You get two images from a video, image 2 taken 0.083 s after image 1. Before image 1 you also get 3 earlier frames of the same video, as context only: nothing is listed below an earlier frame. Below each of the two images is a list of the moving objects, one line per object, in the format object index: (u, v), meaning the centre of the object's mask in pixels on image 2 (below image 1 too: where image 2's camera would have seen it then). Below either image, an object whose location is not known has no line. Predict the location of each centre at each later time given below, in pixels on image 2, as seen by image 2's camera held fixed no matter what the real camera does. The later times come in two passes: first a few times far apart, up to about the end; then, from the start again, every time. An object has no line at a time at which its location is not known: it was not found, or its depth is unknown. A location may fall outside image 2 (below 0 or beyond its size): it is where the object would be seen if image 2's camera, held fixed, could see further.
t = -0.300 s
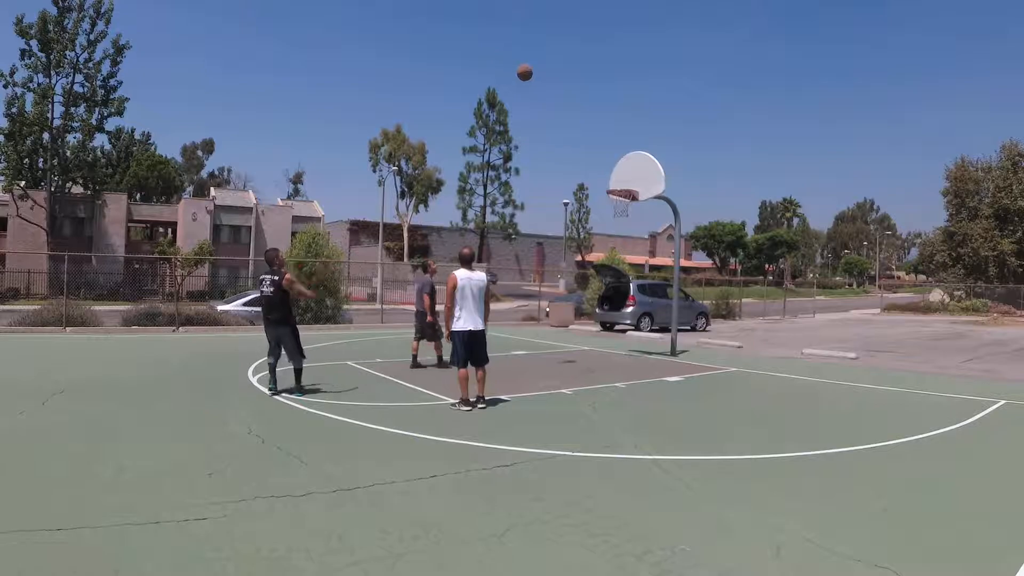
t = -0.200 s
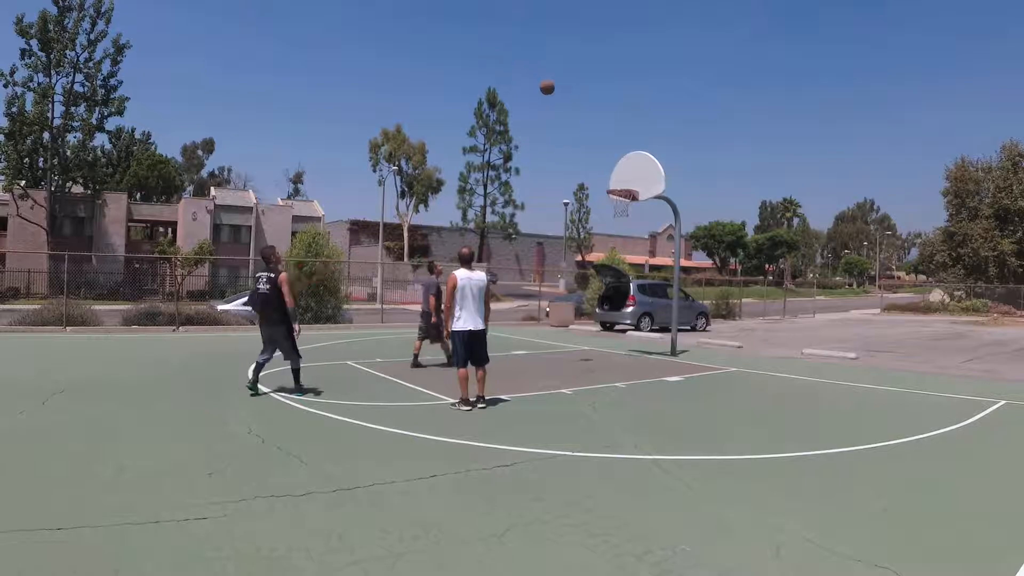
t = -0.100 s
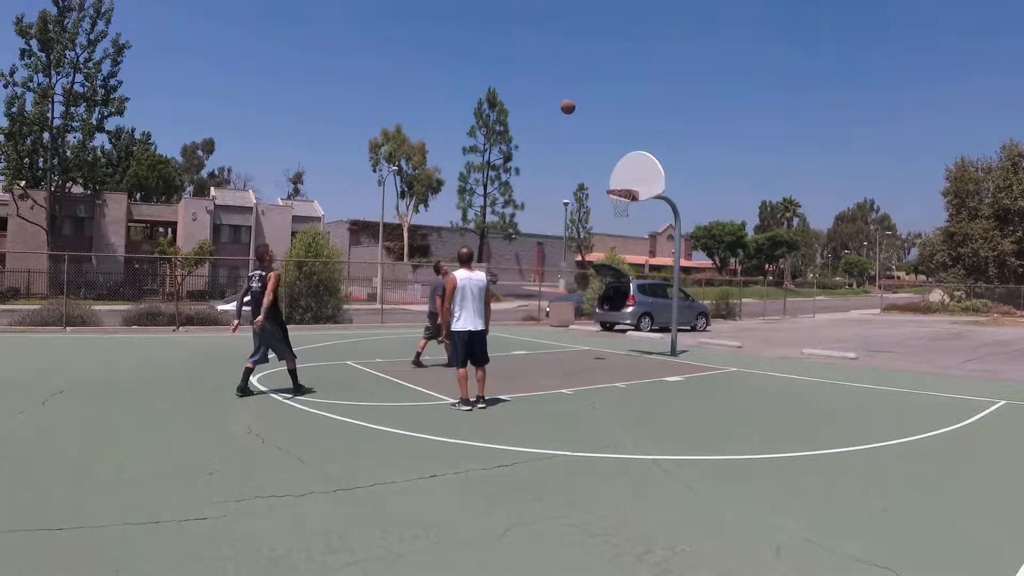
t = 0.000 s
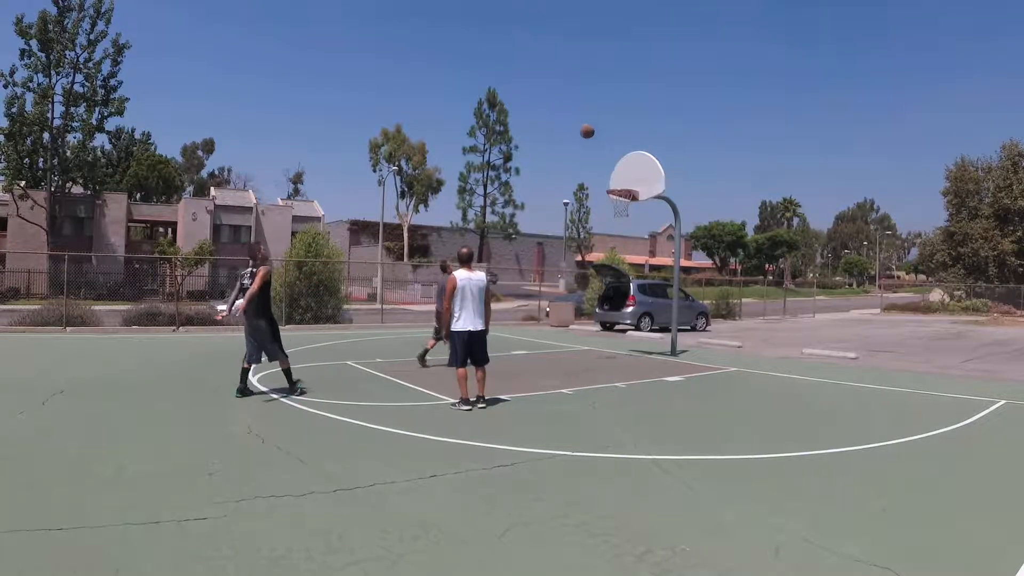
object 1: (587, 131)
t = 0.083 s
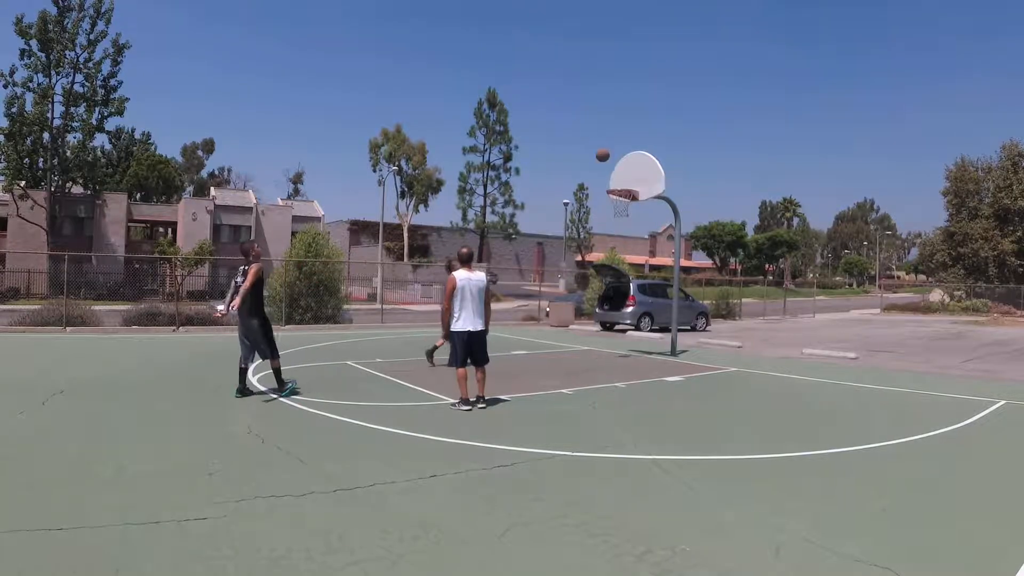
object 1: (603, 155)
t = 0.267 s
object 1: (626, 184)
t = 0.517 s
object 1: (602, 160)
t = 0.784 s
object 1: (568, 170)
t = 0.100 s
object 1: (605, 160)
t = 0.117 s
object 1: (608, 165)
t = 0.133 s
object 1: (611, 171)
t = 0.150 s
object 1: (614, 176)
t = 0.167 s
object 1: (617, 181)
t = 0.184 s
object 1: (619, 184)
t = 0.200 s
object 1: (620, 184)
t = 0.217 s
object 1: (622, 184)
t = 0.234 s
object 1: (624, 184)
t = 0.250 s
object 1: (625, 184)
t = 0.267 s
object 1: (626, 184)
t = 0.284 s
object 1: (627, 183)
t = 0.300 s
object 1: (628, 181)
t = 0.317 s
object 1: (626, 178)
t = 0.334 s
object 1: (624, 176)
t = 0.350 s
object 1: (622, 174)
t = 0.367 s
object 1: (620, 171)
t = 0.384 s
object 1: (617, 169)
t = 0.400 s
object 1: (616, 168)
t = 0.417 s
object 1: (614, 167)
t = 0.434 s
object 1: (612, 166)
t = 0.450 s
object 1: (610, 164)
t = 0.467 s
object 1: (608, 163)
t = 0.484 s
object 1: (606, 162)
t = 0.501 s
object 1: (604, 161)
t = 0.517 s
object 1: (602, 160)
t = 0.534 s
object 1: (599, 160)
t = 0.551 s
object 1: (597, 160)
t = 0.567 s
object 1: (595, 159)
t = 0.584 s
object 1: (593, 159)
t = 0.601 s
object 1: (591, 159)
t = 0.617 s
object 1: (589, 160)
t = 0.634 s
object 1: (587, 160)
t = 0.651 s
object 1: (585, 160)
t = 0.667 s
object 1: (583, 161)
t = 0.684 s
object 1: (581, 162)
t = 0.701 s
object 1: (579, 163)
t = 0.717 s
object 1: (577, 164)
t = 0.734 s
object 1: (575, 165)
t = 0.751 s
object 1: (573, 166)
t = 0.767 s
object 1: (570, 168)
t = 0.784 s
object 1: (568, 170)
